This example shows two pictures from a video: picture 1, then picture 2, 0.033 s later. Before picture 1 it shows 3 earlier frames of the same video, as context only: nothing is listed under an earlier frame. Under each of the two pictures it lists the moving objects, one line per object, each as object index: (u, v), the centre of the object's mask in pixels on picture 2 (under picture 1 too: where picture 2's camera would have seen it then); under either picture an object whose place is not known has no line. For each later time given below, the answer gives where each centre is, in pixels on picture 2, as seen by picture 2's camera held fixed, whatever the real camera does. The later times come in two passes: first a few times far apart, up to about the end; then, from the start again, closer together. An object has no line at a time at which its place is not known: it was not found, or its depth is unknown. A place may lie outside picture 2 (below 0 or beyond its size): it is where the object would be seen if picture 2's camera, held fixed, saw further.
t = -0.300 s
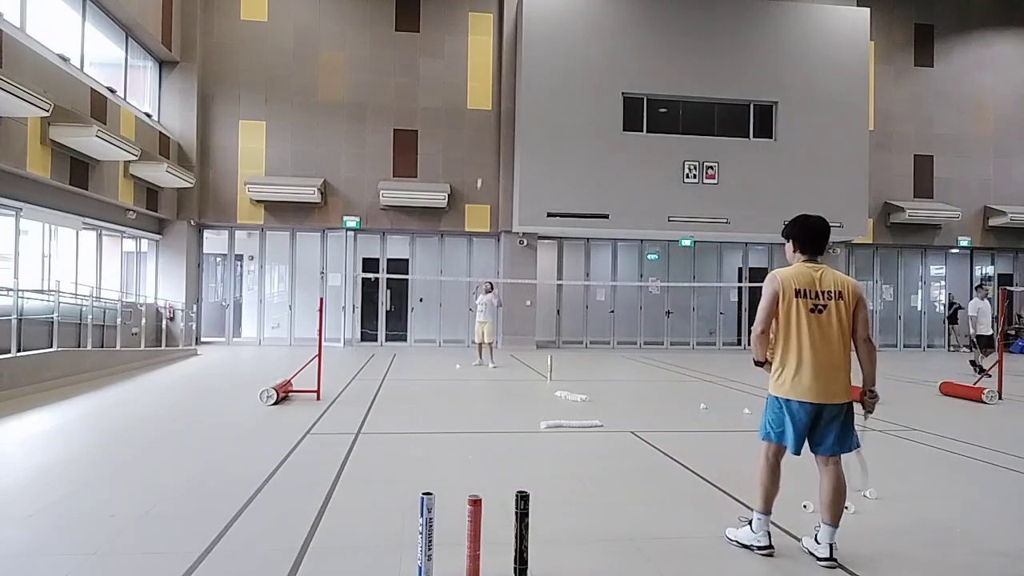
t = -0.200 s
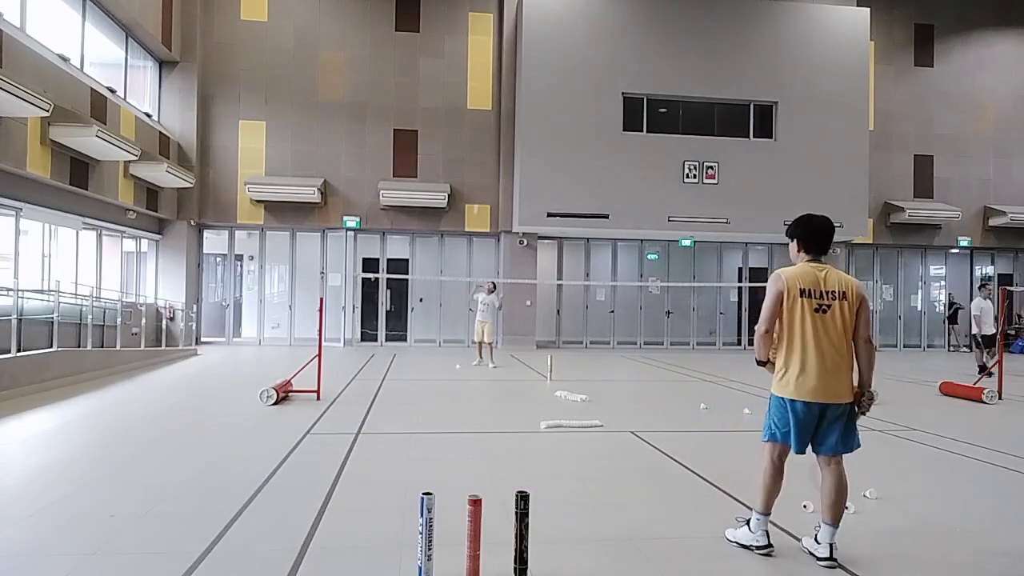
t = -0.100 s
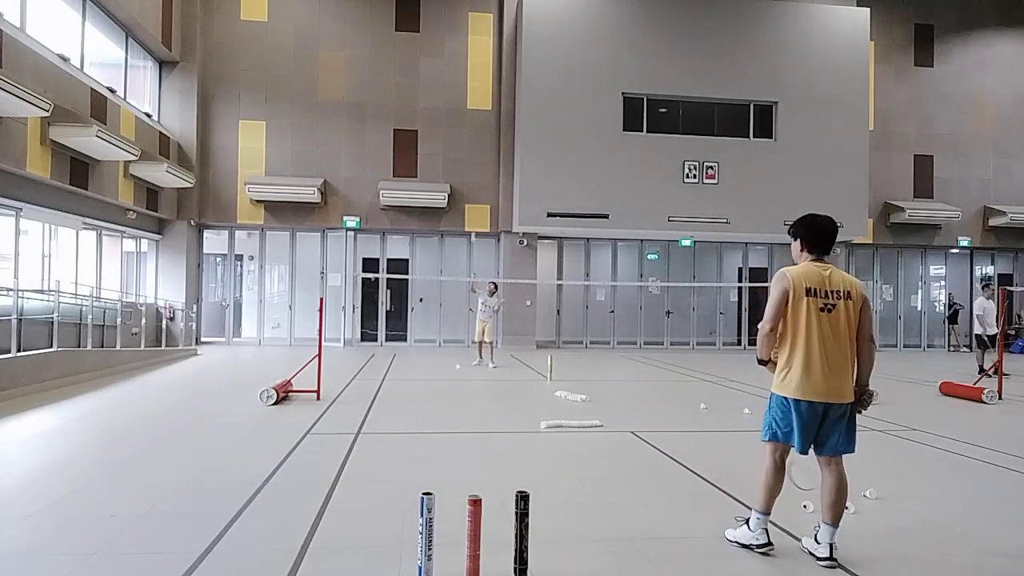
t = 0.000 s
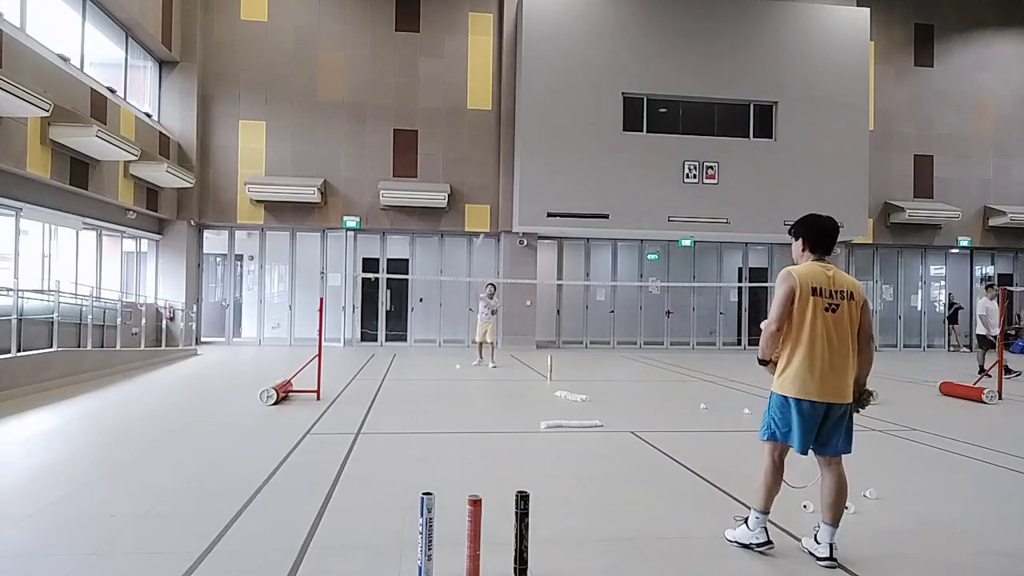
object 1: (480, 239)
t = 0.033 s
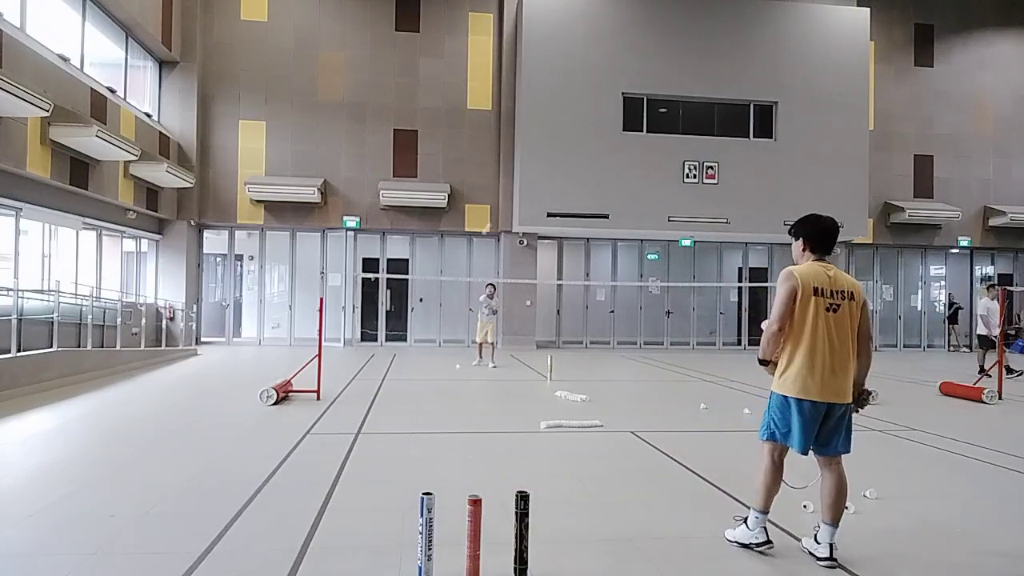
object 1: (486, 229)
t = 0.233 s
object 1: (526, 178)
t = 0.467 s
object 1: (578, 161)
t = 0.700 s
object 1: (643, 235)
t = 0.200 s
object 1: (520, 184)
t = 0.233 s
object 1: (526, 178)
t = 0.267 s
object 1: (533, 172)
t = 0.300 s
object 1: (540, 167)
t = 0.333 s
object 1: (547, 163)
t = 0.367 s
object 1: (555, 161)
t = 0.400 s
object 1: (563, 160)
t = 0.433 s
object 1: (570, 160)
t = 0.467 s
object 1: (578, 161)
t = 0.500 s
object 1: (586, 166)
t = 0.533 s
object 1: (594, 171)
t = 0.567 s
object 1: (603, 178)
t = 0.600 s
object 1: (612, 188)
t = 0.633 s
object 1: (622, 200)
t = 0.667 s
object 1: (632, 216)
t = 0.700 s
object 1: (643, 235)
